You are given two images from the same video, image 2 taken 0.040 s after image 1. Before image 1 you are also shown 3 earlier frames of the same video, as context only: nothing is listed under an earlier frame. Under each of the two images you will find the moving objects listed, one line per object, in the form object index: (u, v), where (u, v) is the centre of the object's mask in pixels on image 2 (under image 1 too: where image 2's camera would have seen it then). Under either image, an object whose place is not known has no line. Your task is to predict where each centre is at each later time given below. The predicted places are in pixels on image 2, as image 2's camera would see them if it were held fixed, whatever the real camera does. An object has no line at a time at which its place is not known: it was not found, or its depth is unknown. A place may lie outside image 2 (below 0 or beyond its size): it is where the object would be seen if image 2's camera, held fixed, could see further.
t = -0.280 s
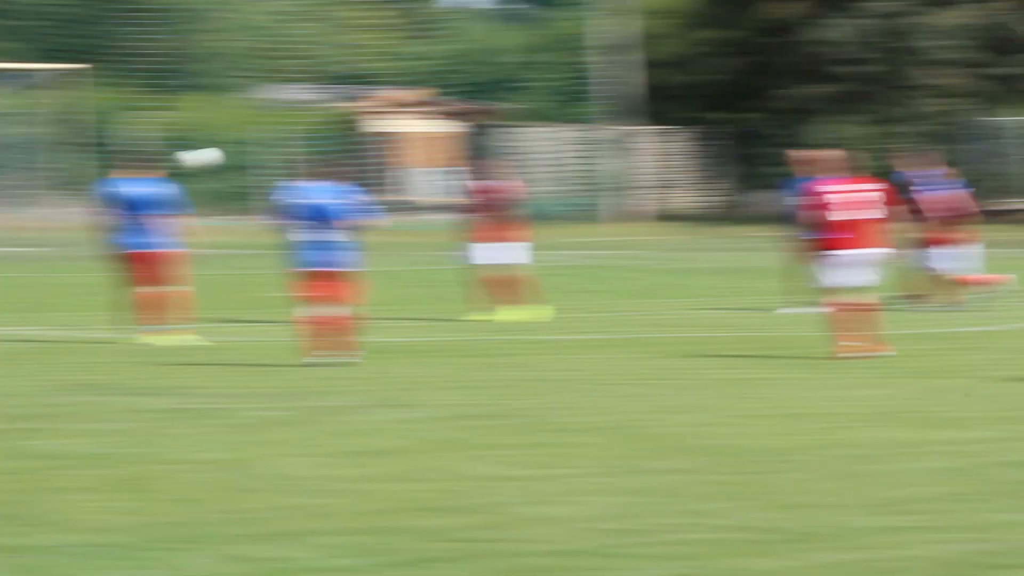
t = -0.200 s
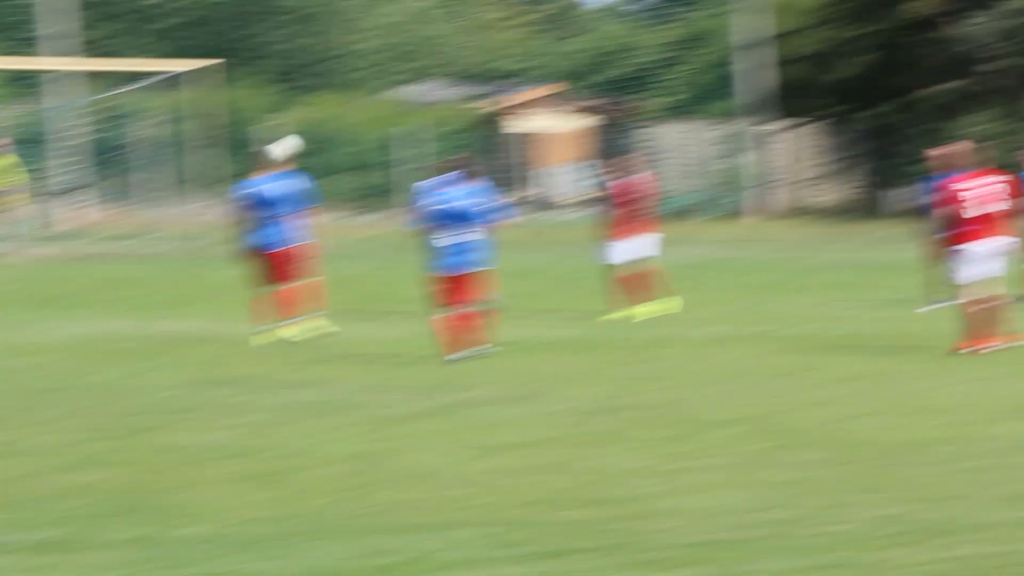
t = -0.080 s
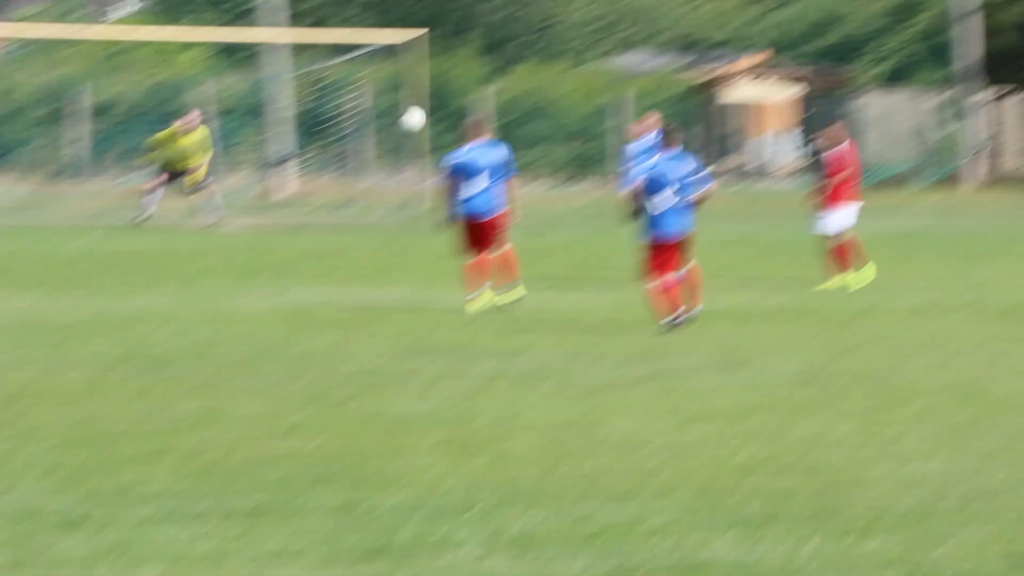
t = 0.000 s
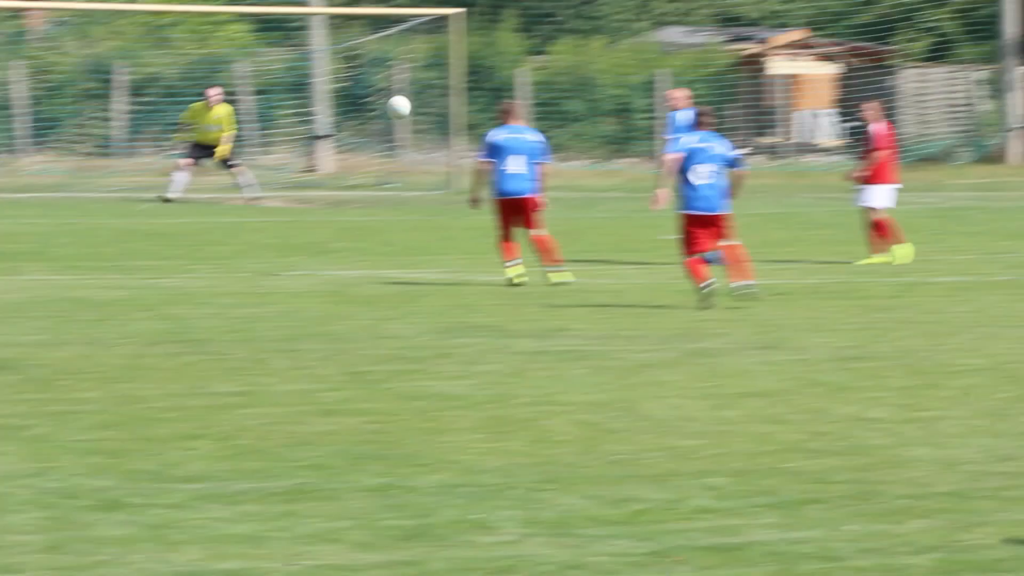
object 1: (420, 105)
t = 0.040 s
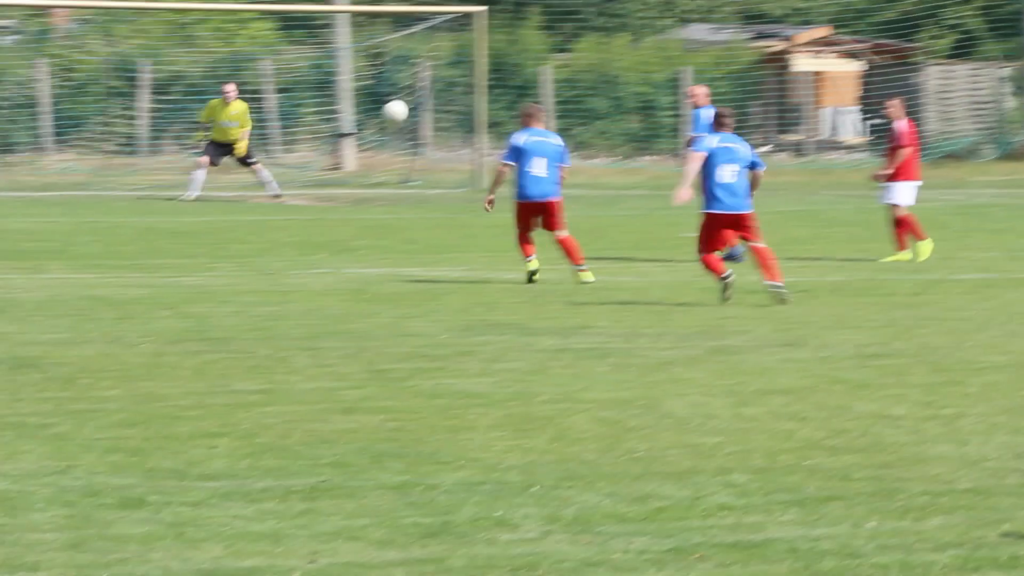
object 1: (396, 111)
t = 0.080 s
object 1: (371, 120)
